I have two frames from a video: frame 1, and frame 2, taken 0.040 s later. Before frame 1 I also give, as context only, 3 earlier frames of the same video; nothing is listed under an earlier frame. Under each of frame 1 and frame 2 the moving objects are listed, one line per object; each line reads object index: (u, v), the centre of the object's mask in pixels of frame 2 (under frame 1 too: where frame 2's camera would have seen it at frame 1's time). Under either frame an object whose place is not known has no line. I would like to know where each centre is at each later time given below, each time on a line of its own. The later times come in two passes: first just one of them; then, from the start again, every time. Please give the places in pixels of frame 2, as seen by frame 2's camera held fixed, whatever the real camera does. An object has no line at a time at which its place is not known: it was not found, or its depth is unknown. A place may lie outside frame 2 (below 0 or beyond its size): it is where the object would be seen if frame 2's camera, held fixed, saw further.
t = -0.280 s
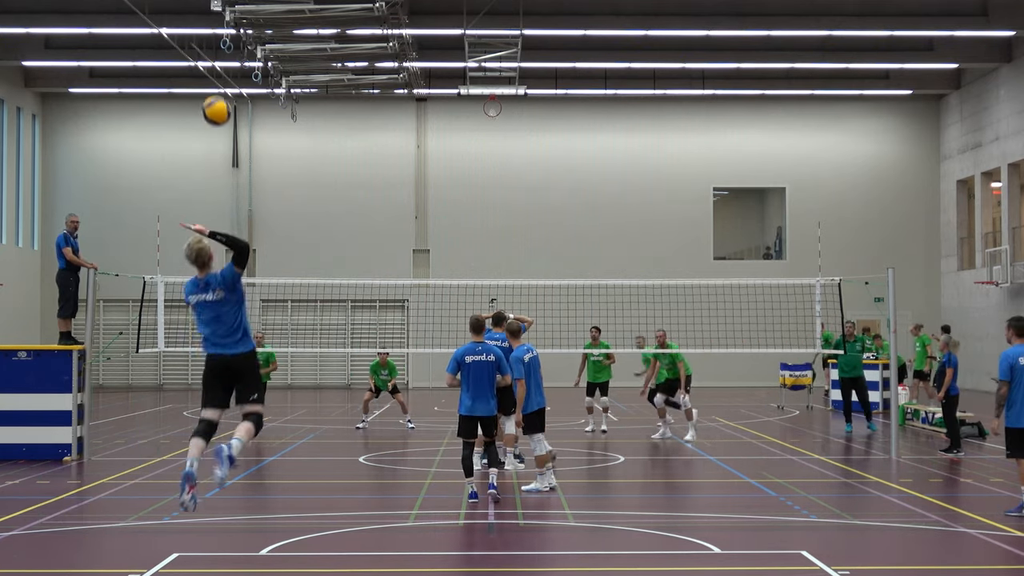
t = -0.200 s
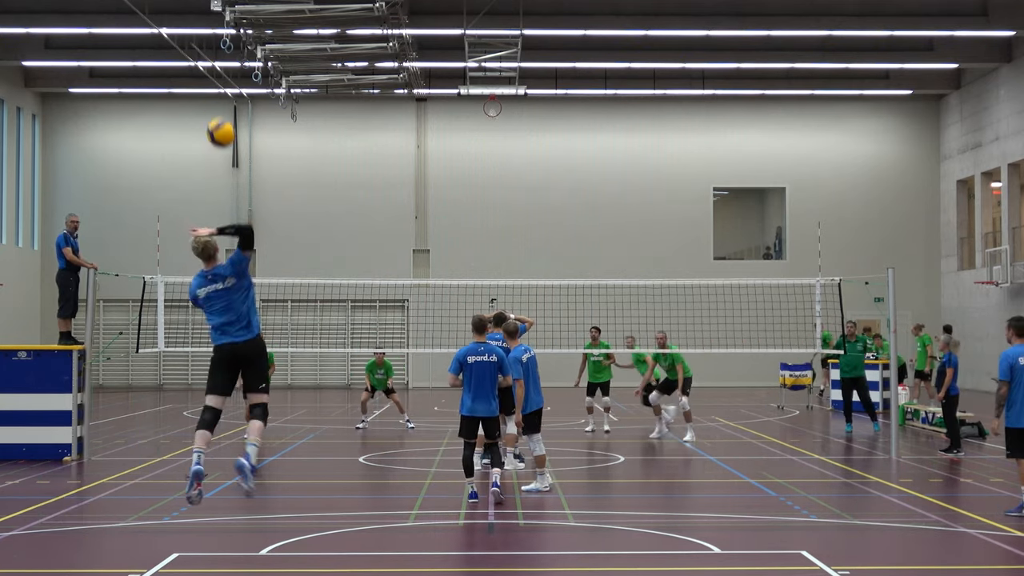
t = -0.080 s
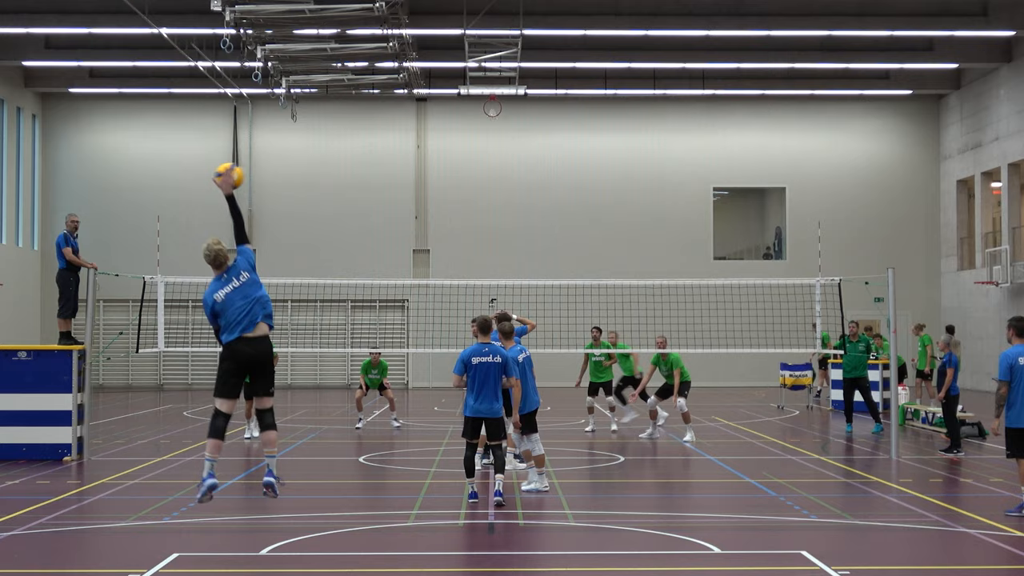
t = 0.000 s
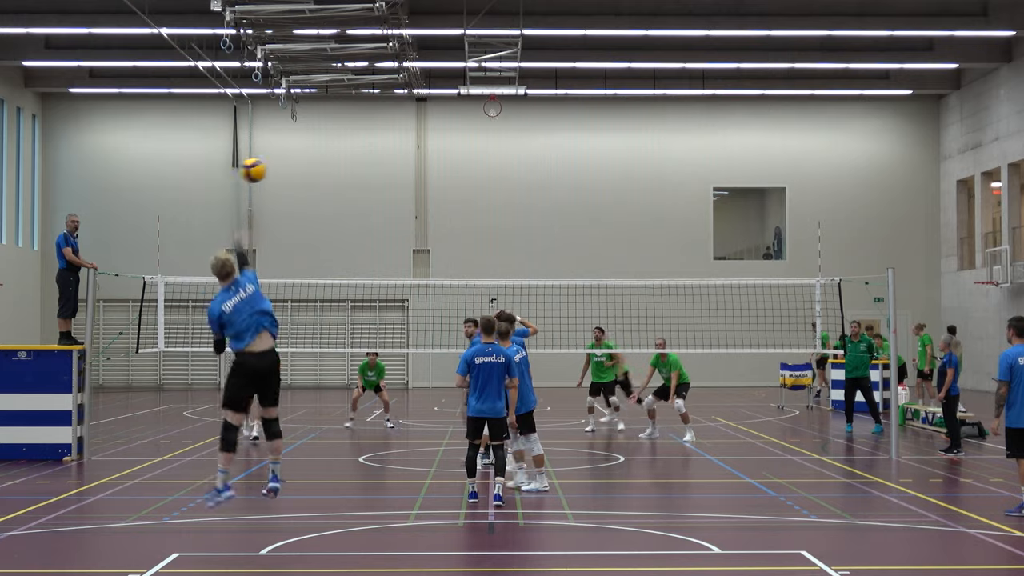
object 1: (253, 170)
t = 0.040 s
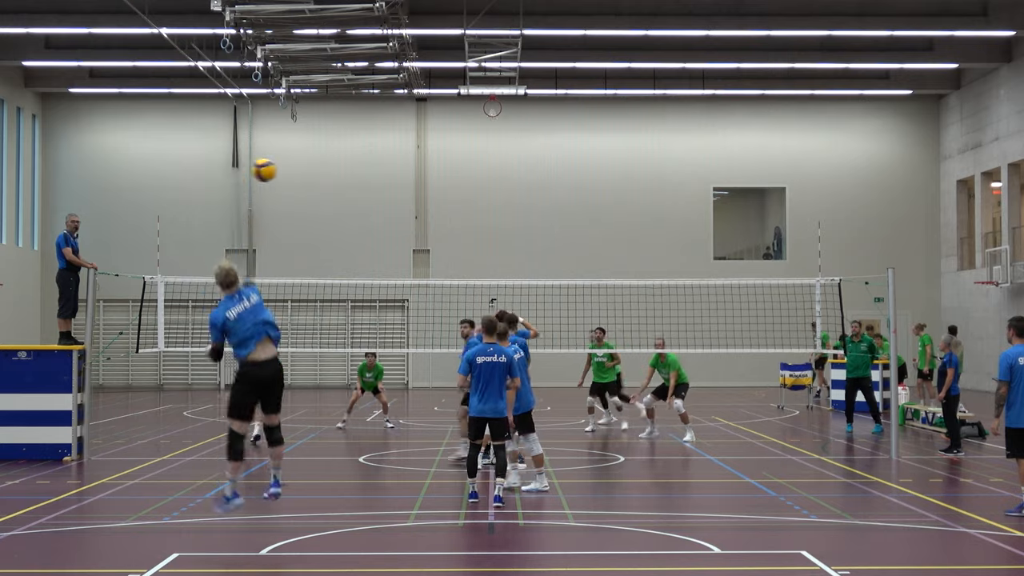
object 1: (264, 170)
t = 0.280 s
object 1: (320, 198)
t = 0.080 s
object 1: (275, 171)
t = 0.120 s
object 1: (285, 174)
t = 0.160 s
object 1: (295, 178)
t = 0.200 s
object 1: (304, 183)
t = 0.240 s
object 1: (313, 190)
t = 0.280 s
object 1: (320, 198)
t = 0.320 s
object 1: (328, 207)
